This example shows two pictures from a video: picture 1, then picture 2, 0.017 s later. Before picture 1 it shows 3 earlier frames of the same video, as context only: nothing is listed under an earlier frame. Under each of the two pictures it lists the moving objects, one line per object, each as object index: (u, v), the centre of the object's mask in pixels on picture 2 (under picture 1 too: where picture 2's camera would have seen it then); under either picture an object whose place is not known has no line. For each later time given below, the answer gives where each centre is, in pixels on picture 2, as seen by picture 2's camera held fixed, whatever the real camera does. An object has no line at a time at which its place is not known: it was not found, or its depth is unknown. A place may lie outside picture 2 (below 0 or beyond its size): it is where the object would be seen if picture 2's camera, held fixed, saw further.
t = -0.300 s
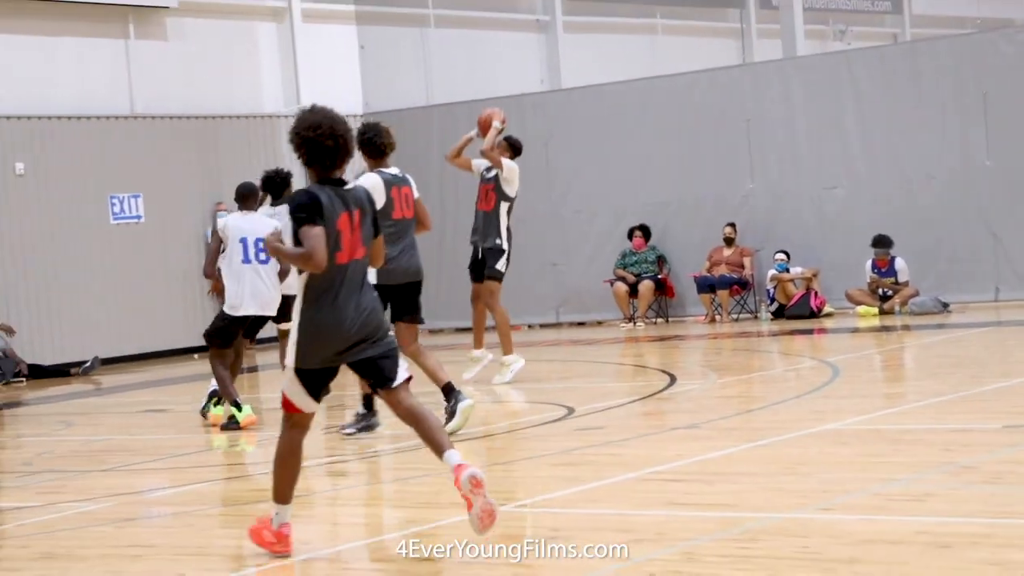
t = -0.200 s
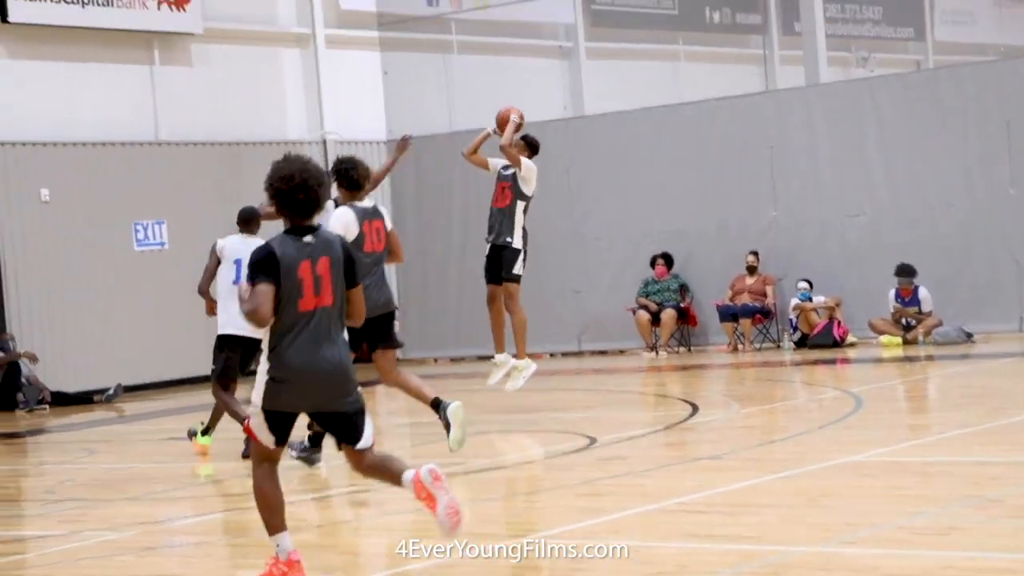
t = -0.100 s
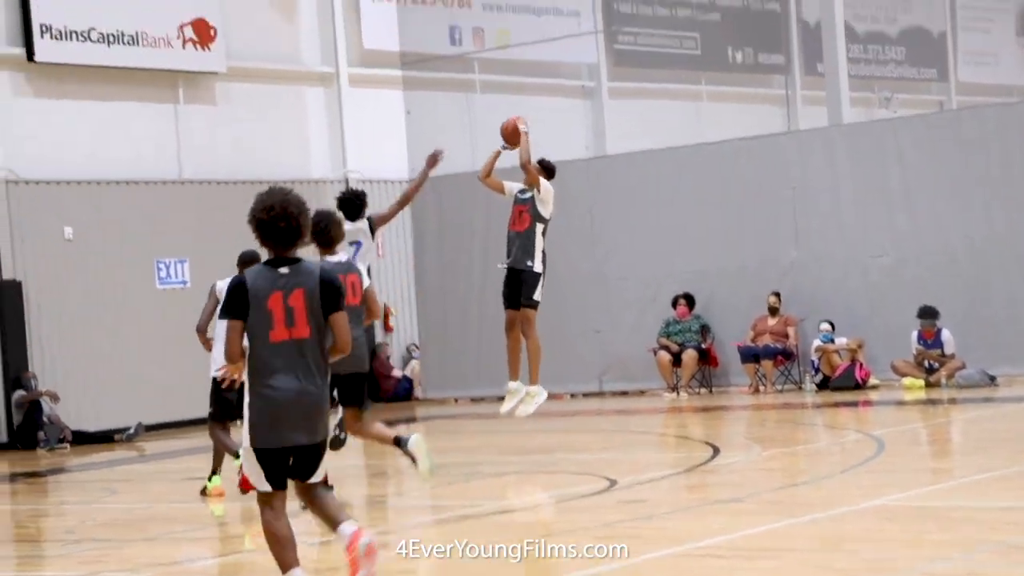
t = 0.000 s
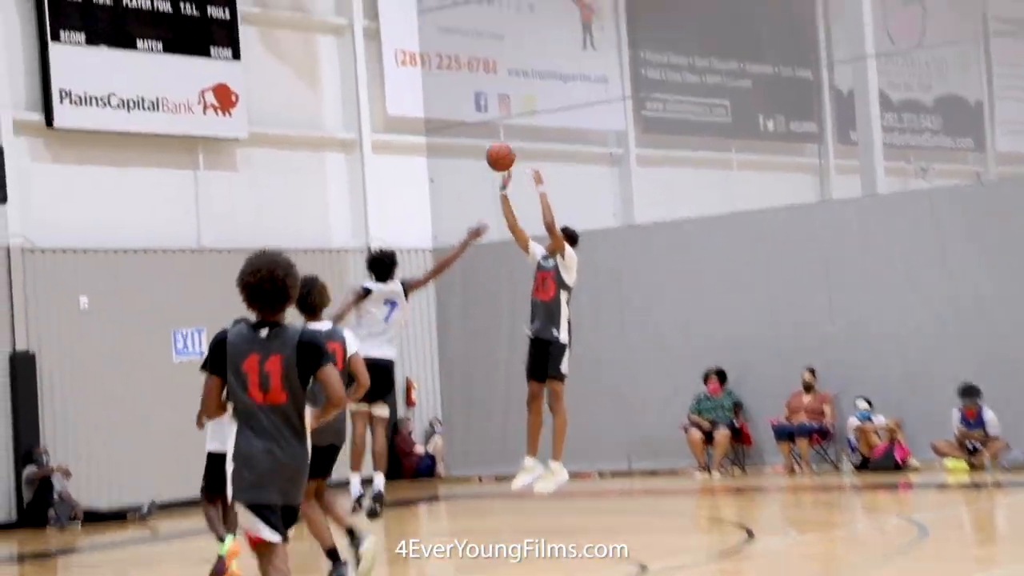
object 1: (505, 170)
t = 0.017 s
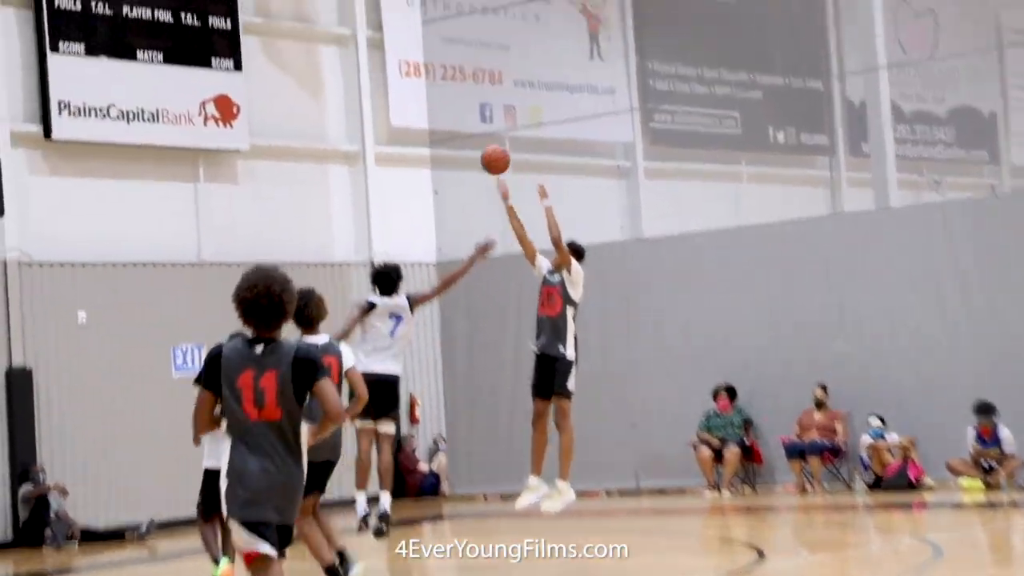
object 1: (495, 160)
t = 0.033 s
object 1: (486, 153)
